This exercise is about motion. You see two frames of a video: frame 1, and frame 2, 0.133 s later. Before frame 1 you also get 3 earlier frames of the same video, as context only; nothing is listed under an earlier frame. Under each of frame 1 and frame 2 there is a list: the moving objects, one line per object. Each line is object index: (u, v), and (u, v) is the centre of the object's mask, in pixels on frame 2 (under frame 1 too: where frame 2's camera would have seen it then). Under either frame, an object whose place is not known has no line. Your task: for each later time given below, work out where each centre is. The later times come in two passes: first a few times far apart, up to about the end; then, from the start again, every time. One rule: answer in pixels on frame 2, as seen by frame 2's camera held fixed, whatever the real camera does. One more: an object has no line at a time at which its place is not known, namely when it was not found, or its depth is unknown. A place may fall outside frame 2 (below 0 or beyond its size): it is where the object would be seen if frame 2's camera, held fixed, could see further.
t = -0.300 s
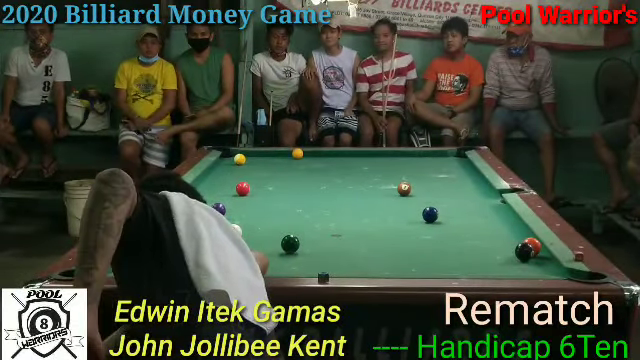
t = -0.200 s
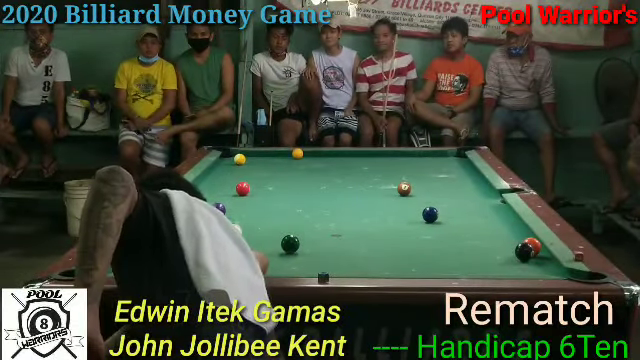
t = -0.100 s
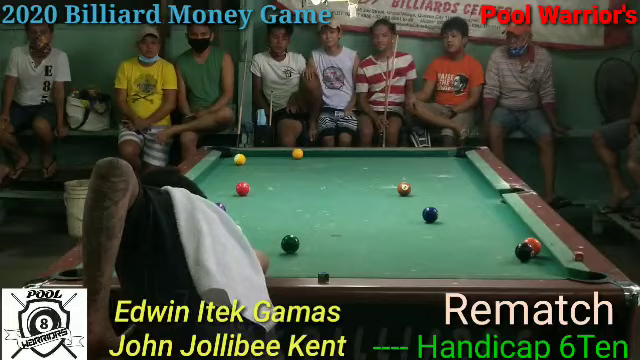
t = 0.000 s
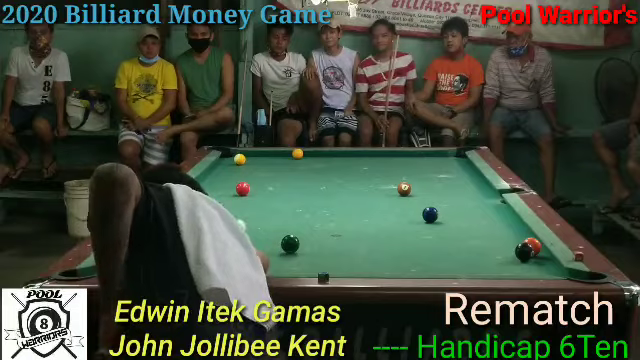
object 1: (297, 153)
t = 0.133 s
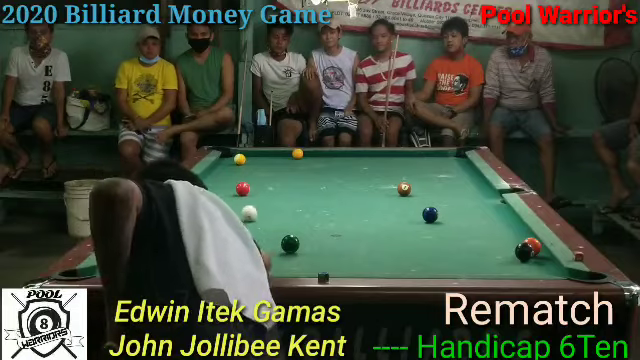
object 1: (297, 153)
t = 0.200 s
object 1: (297, 153)
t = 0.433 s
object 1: (297, 153)
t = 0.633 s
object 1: (297, 153)
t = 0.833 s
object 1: (297, 153)
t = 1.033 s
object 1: (298, 153)
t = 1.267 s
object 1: (297, 153)
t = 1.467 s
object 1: (298, 153)
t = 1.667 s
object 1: (304, 153)
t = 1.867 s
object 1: (310, 154)
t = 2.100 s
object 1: (317, 155)
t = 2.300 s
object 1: (322, 157)
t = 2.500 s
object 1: (328, 158)
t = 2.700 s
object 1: (332, 159)
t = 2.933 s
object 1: (338, 160)
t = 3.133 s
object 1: (342, 161)
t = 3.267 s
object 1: (344, 162)
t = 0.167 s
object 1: (297, 153)
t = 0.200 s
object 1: (297, 153)
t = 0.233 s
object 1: (297, 153)
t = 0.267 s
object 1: (297, 153)
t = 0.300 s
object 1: (297, 153)
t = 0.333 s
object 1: (297, 153)
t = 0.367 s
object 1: (297, 153)
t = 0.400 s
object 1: (297, 153)
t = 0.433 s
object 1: (297, 153)
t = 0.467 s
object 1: (297, 153)
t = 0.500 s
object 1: (297, 153)
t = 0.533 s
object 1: (297, 153)
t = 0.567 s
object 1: (297, 153)
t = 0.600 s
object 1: (297, 153)
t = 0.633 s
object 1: (297, 153)
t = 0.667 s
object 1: (297, 153)
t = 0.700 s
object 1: (297, 153)
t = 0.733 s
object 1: (297, 153)
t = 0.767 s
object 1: (297, 153)
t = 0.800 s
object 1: (297, 153)
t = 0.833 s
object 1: (297, 153)
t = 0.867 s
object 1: (297, 153)
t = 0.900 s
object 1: (297, 153)
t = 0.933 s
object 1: (297, 153)
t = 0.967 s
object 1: (297, 153)
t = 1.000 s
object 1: (298, 153)
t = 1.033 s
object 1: (298, 153)
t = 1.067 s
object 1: (297, 153)
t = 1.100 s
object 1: (297, 153)
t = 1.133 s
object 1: (297, 153)
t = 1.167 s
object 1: (298, 153)
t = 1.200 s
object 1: (298, 153)
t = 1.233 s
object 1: (297, 153)
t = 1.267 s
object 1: (297, 153)
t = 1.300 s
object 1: (297, 153)
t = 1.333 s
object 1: (297, 153)
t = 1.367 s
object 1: (298, 153)
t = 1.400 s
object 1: (298, 153)
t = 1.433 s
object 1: (298, 153)
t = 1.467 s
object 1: (298, 153)
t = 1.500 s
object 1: (299, 153)
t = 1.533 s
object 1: (299, 153)
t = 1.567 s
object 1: (299, 153)
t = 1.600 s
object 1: (300, 153)
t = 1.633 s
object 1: (303, 153)
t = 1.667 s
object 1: (304, 153)
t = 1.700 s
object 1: (305, 153)
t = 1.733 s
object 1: (306, 153)
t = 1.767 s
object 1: (307, 153)
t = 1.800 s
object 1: (308, 153)
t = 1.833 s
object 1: (309, 153)
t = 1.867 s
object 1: (310, 154)
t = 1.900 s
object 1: (311, 154)
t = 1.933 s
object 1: (312, 154)
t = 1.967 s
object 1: (313, 154)
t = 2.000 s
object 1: (314, 155)
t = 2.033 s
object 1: (315, 155)
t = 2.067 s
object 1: (316, 155)
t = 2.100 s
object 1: (317, 155)
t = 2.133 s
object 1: (318, 155)
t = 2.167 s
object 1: (319, 156)
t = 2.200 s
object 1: (319, 156)
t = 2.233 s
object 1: (321, 156)
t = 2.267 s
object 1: (321, 157)
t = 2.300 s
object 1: (322, 157)
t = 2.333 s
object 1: (323, 157)
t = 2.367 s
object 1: (324, 157)
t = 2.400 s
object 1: (325, 158)
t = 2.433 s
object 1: (326, 158)
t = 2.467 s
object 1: (327, 158)
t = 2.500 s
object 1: (328, 158)
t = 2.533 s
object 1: (328, 158)
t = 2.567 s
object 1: (329, 159)
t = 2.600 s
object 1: (330, 159)
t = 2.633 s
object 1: (331, 159)
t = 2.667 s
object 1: (332, 159)
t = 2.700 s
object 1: (332, 159)
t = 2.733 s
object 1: (333, 159)
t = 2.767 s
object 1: (334, 160)
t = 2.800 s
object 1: (335, 160)
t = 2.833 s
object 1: (335, 160)
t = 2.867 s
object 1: (336, 160)
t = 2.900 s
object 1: (337, 160)
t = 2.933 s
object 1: (338, 160)
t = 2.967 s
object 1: (338, 160)
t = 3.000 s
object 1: (339, 161)
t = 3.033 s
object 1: (340, 161)
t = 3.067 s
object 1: (340, 161)
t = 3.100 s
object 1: (341, 161)
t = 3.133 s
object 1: (342, 161)
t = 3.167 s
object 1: (342, 162)
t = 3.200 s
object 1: (343, 162)
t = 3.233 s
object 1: (344, 162)
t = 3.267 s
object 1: (344, 162)
